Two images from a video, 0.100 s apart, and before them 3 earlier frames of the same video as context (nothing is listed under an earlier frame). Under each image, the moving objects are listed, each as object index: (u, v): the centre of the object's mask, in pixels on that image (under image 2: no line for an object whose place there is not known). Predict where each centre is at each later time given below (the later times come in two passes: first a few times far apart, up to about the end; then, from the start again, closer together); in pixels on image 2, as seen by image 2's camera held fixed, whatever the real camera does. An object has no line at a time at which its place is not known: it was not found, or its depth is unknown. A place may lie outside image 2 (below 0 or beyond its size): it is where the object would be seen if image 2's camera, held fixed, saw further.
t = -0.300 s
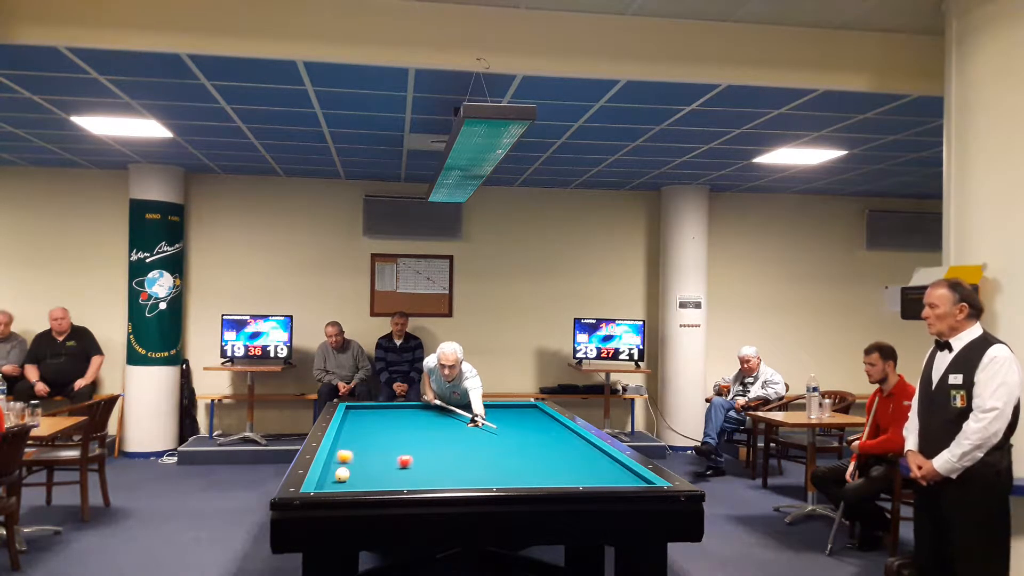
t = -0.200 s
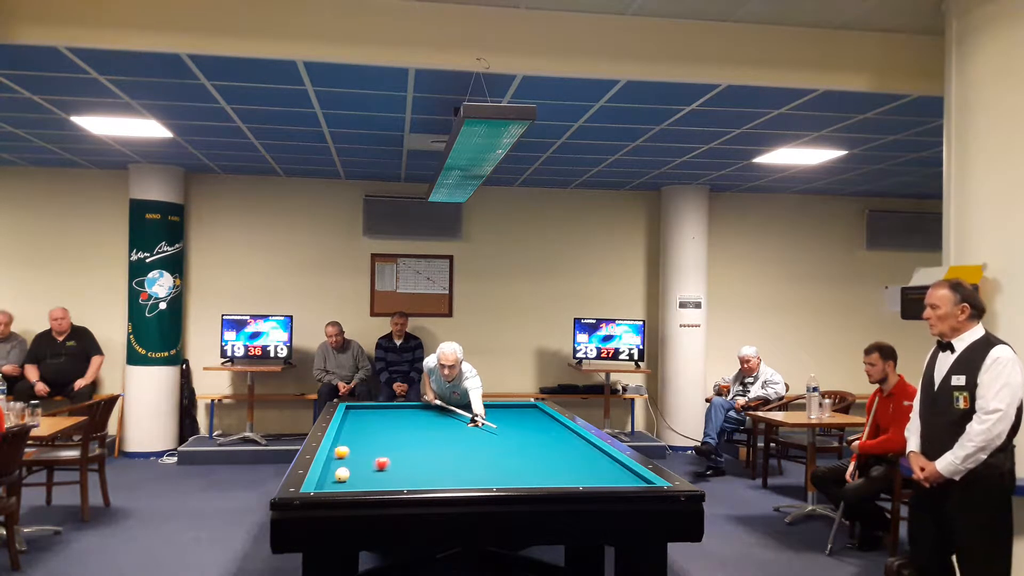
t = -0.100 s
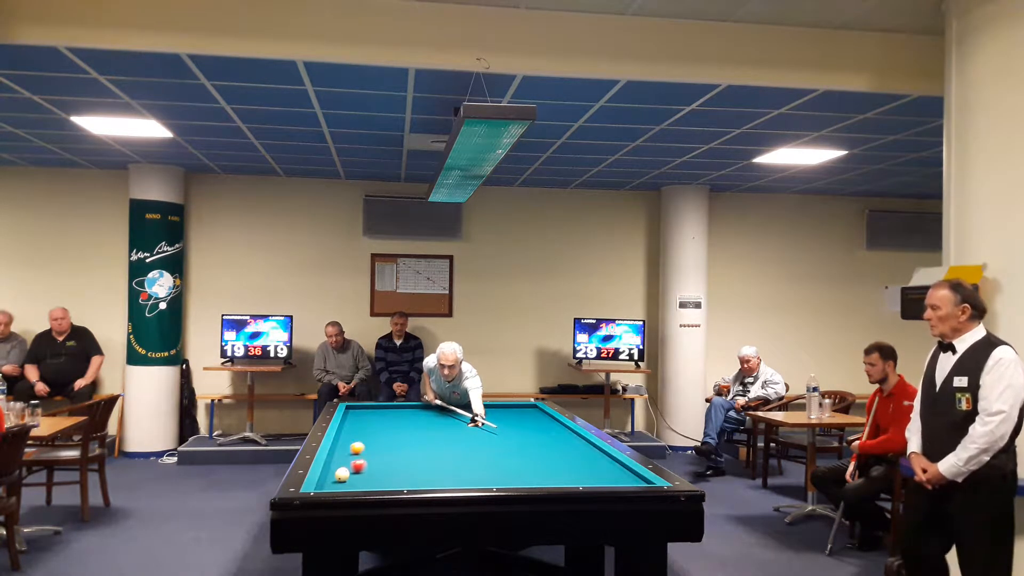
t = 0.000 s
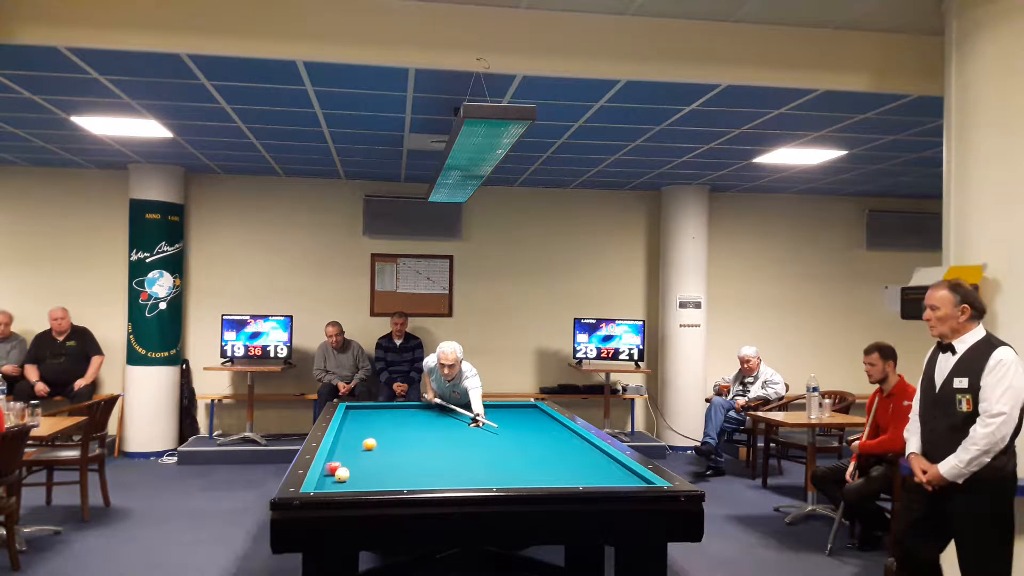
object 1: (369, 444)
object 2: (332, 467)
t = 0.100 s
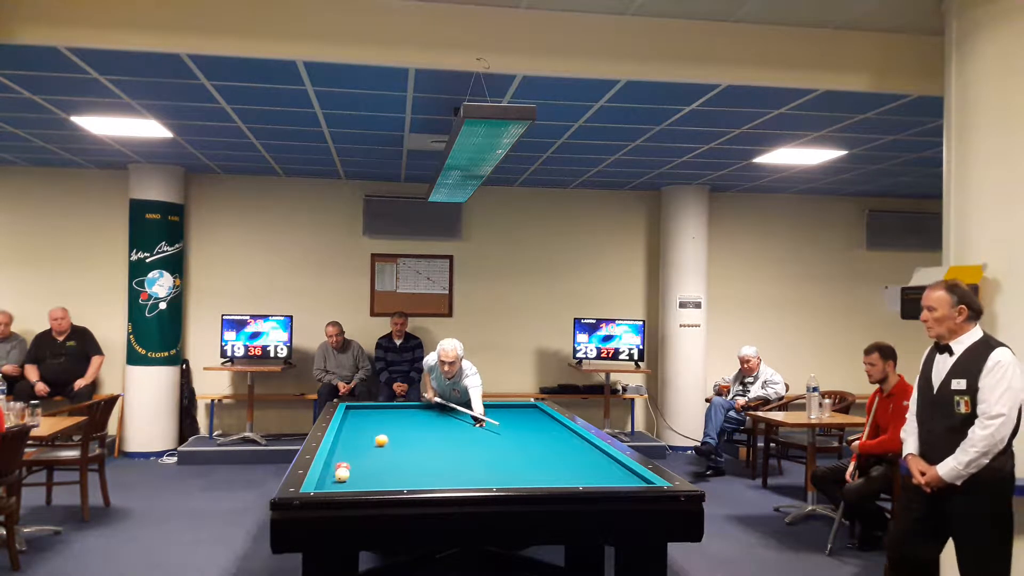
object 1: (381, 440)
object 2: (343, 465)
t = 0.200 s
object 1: (392, 437)
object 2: (356, 469)
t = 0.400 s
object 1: (413, 431)
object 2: (381, 469)
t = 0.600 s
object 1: (431, 425)
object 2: (406, 470)
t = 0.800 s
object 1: (447, 420)
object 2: (431, 471)
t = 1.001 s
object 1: (462, 415)
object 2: (455, 471)
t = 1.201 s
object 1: (476, 411)
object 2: (478, 472)
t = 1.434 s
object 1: (490, 407)
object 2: (505, 473)
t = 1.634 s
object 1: (506, 405)
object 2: (529, 474)
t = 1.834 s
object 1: (527, 408)
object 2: (552, 475)
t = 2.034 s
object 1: (535, 410)
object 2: (574, 475)
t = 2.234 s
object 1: (527, 412)
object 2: (596, 476)
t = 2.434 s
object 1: (519, 414)
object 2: (618, 477)
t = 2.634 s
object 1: (511, 417)
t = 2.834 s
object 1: (502, 419)
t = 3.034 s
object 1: (493, 422)
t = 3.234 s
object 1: (484, 424)
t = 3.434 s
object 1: (474, 427)
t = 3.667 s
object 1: (463, 430)
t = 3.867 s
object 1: (452, 433)
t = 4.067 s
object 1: (442, 436)
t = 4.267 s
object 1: (431, 439)
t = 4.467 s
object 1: (419, 442)
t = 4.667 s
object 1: (408, 445)
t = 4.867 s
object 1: (396, 448)
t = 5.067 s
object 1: (383, 452)
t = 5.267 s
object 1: (370, 455)
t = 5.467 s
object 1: (357, 459)
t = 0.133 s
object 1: (385, 439)
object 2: (349, 467)
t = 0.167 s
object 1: (389, 438)
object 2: (353, 468)
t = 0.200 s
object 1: (392, 437)
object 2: (356, 469)
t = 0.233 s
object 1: (396, 436)
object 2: (360, 469)
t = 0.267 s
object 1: (399, 435)
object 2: (365, 469)
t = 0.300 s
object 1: (403, 434)
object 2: (369, 469)
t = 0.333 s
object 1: (406, 433)
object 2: (373, 469)
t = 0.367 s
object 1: (409, 432)
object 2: (377, 470)
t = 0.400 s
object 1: (413, 431)
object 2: (381, 469)
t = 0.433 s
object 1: (416, 430)
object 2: (385, 469)
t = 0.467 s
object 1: (419, 429)
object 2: (390, 470)
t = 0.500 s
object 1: (422, 428)
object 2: (394, 470)
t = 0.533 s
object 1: (425, 427)
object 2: (398, 470)
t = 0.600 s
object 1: (431, 425)
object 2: (406, 470)
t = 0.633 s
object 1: (434, 424)
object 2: (410, 470)
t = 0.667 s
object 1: (436, 423)
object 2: (414, 470)
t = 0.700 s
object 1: (439, 422)
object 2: (418, 470)
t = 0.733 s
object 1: (442, 422)
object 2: (422, 470)
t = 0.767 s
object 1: (445, 421)
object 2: (426, 471)
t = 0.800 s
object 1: (447, 420)
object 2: (431, 471)
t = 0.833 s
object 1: (450, 419)
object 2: (435, 471)
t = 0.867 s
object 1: (453, 418)
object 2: (438, 471)
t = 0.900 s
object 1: (455, 418)
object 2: (443, 471)
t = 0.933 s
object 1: (457, 417)
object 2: (447, 471)
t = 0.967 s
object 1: (460, 416)
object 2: (451, 471)
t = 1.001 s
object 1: (462, 415)
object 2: (455, 471)
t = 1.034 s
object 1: (465, 415)
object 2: (459, 472)
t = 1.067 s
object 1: (467, 414)
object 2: (463, 472)
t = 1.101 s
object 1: (469, 413)
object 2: (466, 472)
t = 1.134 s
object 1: (471, 412)
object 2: (471, 472)
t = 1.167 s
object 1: (474, 412)
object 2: (474, 472)
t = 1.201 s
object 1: (476, 411)
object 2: (478, 472)
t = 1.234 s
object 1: (478, 411)
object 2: (482, 472)
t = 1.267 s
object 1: (480, 410)
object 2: (486, 473)
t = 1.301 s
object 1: (482, 409)
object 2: (490, 473)
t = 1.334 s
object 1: (484, 409)
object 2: (494, 473)
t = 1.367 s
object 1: (486, 408)
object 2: (498, 473)
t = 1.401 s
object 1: (488, 407)
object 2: (502, 473)
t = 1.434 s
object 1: (490, 407)
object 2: (505, 473)
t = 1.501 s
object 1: (494, 406)
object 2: (513, 473)
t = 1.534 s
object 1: (496, 405)
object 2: (517, 473)
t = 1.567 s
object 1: (499, 405)
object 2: (521, 473)
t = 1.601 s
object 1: (502, 405)
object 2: (525, 474)
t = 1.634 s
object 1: (506, 405)
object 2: (529, 474)
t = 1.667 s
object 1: (509, 406)
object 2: (532, 474)
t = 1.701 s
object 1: (513, 406)
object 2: (536, 474)
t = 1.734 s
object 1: (516, 406)
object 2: (540, 474)
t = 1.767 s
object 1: (520, 407)
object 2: (544, 474)
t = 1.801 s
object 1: (523, 407)
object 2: (548, 474)
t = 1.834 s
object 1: (527, 408)
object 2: (552, 475)
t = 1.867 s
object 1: (530, 408)
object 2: (555, 475)
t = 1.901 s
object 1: (534, 408)
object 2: (559, 475)
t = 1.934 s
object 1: (537, 409)
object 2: (563, 475)
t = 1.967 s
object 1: (538, 409)
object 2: (566, 475)
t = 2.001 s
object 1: (537, 410)
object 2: (570, 475)
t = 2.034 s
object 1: (535, 410)
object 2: (574, 475)
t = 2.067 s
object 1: (534, 410)
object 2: (577, 475)
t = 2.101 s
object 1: (533, 411)
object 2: (581, 476)
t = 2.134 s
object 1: (531, 411)
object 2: (585, 476)
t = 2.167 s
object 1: (530, 411)
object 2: (588, 476)
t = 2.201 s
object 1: (529, 412)
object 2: (592, 476)
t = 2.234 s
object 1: (527, 412)
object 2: (596, 476)
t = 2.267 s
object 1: (526, 412)
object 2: (600, 477)
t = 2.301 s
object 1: (525, 413)
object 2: (603, 477)
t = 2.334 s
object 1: (523, 413)
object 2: (607, 477)
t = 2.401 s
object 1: (521, 414)
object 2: (614, 477)
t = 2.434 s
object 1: (519, 414)
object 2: (618, 477)
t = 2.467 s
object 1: (518, 415)
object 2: (621, 477)
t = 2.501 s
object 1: (516, 415)
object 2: (625, 477)
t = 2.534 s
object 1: (515, 415)
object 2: (628, 477)
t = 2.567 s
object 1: (514, 416)
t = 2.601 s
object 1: (512, 416)
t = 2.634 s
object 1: (511, 417)
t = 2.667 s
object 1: (509, 417)
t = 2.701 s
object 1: (508, 417)
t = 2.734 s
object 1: (506, 418)
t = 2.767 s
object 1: (505, 418)
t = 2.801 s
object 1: (503, 419)
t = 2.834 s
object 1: (502, 419)
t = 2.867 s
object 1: (500, 419)
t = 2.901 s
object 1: (499, 420)
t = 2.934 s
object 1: (497, 420)
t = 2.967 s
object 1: (496, 421)
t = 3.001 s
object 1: (495, 421)
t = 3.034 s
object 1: (493, 422)
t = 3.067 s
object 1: (491, 422)
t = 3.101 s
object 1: (490, 422)
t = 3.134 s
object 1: (489, 423)
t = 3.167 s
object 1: (487, 423)
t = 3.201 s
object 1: (485, 424)
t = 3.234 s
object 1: (484, 424)
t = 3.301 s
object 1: (481, 425)
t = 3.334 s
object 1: (479, 425)
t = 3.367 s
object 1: (477, 426)
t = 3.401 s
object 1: (476, 426)
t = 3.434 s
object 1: (474, 427)
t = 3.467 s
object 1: (473, 427)
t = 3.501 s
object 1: (471, 428)
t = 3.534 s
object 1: (469, 428)
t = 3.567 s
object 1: (468, 429)
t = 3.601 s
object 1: (466, 429)
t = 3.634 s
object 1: (464, 429)
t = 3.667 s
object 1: (463, 430)
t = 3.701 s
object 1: (461, 430)
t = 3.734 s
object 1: (459, 431)
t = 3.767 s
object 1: (458, 431)
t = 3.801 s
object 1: (456, 432)
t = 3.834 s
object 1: (454, 432)
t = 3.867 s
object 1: (452, 433)
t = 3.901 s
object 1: (451, 433)
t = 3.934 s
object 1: (449, 434)
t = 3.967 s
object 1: (447, 434)
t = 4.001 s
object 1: (446, 435)
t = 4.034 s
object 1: (444, 435)
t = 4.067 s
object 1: (442, 436)
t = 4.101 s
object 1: (440, 436)
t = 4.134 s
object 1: (438, 437)
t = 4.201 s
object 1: (435, 438)
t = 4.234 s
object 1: (433, 438)
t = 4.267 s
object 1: (431, 439)
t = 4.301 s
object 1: (429, 439)
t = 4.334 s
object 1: (427, 440)
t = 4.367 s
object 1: (425, 440)
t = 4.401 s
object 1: (423, 441)
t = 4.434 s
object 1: (421, 441)
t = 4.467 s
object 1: (419, 442)
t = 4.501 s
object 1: (418, 442)
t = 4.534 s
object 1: (416, 443)
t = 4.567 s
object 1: (414, 444)
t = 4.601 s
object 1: (412, 444)
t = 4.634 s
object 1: (410, 445)
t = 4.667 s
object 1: (408, 445)
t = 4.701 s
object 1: (406, 446)
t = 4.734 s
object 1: (404, 446)
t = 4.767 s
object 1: (402, 447)
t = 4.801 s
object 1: (400, 447)
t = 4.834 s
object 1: (398, 448)
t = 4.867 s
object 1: (396, 448)
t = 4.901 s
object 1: (394, 449)
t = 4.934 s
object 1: (391, 450)
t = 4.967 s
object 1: (389, 450)
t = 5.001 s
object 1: (387, 451)
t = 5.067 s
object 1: (383, 452)
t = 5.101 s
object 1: (381, 453)
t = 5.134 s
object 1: (379, 453)
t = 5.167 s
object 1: (377, 454)
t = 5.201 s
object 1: (374, 454)
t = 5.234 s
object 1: (372, 455)
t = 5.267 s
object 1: (370, 455)
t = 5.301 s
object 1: (368, 456)
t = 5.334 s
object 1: (366, 457)
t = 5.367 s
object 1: (364, 457)
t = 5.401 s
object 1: (361, 458)
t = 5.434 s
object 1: (359, 459)
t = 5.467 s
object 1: (357, 459)
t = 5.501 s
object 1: (354, 460)
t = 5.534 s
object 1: (352, 460)
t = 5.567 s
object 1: (350, 461)
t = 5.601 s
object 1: (348, 462)
